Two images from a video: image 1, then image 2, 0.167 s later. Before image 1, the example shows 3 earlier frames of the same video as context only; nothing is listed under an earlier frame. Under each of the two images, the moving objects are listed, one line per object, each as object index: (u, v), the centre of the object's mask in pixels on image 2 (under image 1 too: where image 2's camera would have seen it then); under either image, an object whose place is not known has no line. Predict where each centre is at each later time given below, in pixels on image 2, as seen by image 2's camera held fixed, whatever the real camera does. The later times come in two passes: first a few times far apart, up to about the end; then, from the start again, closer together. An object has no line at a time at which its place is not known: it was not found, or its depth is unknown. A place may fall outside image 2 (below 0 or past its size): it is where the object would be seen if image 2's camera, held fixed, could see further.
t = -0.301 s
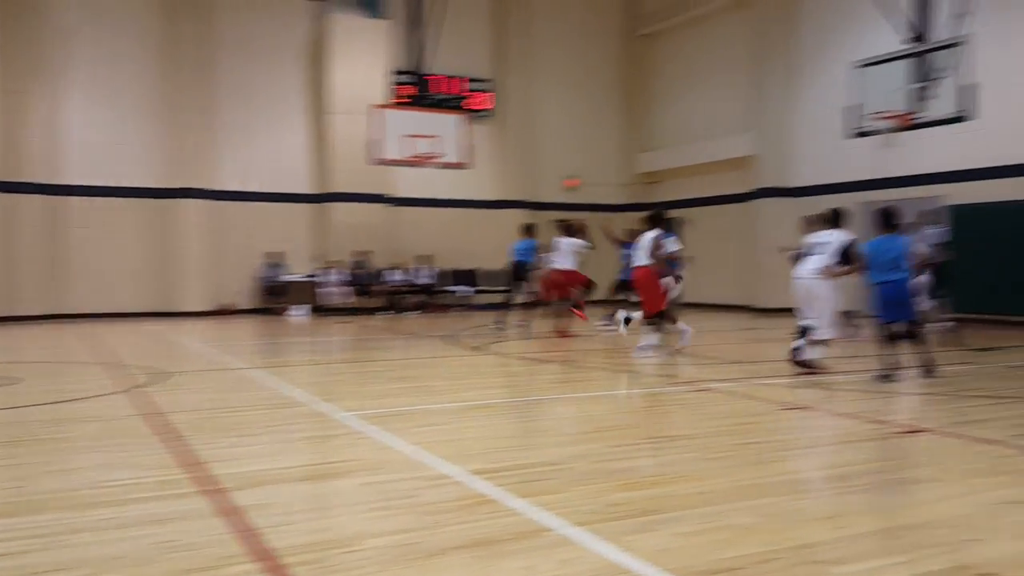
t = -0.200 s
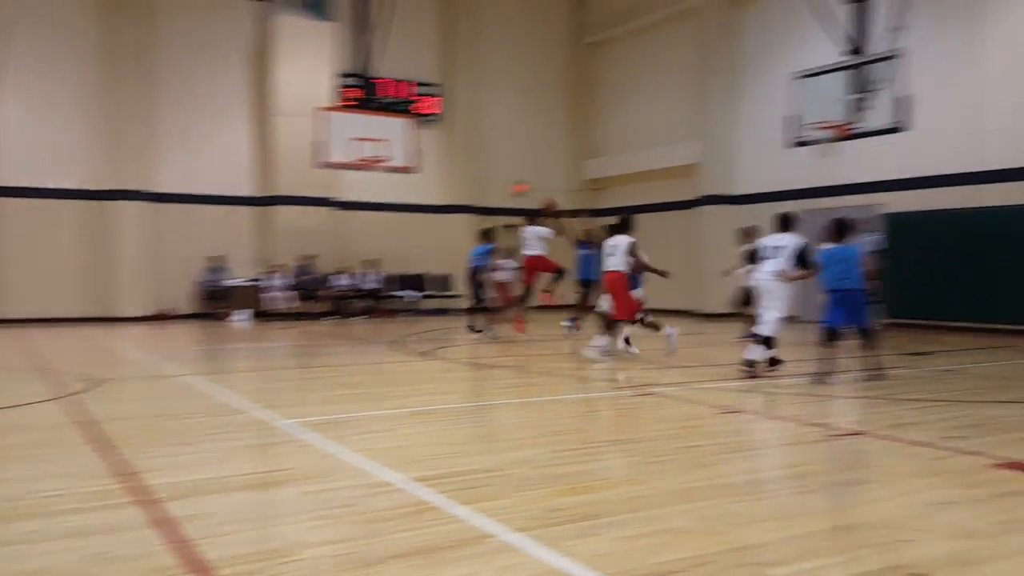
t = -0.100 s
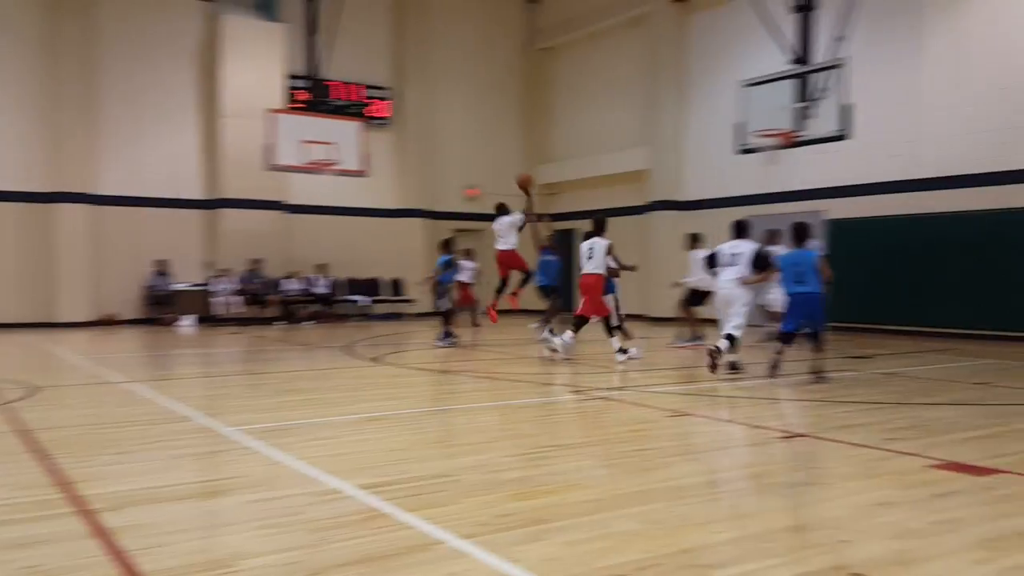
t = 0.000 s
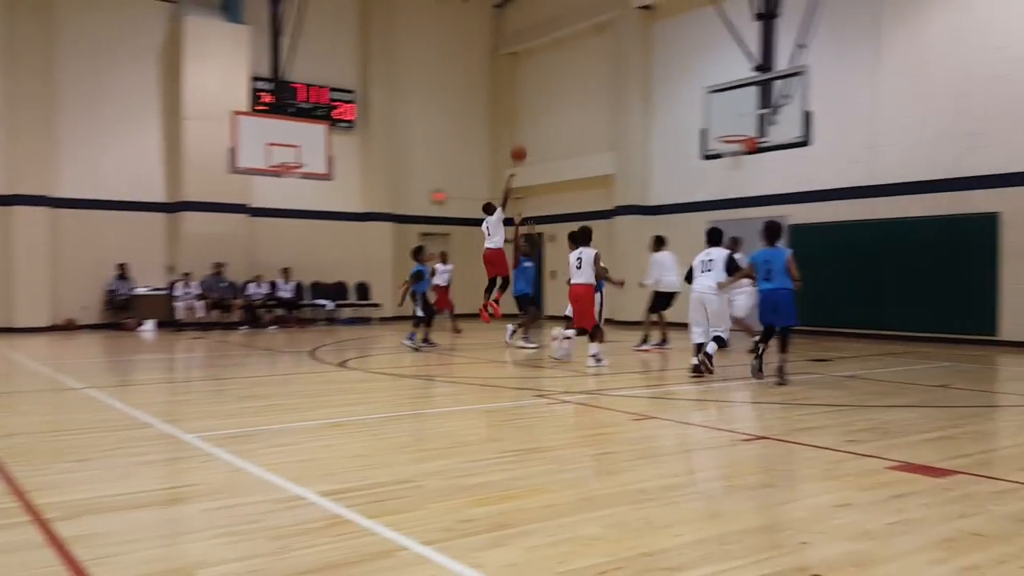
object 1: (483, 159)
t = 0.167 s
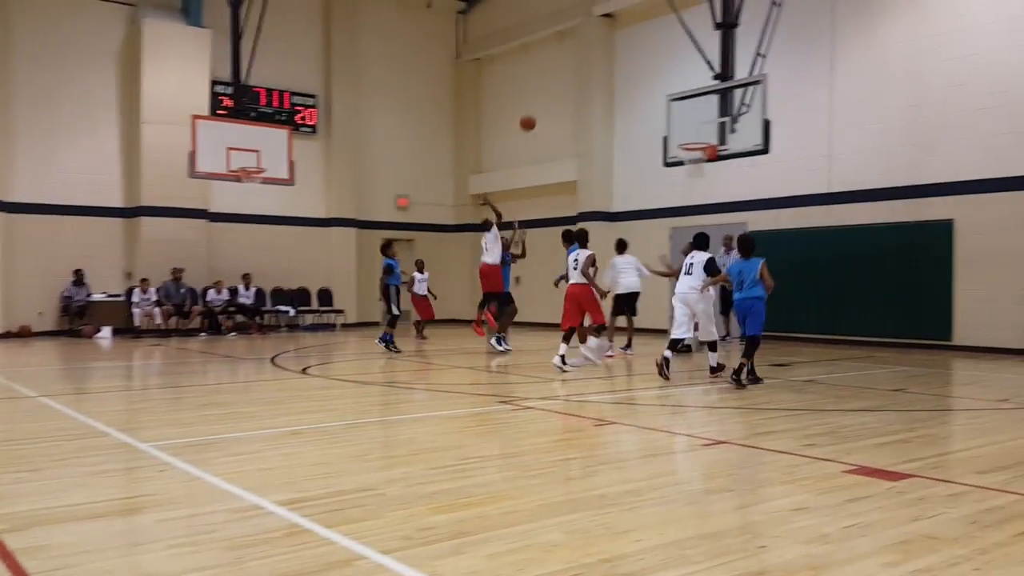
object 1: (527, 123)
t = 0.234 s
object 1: (545, 114)
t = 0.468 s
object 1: (605, 106)
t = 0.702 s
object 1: (662, 134)
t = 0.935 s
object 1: (645, 129)
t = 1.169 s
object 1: (614, 145)
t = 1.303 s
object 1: (597, 168)
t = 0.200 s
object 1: (536, 118)
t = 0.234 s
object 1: (545, 114)
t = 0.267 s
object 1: (554, 110)
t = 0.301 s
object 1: (562, 107)
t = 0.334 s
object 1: (571, 106)
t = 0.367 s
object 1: (579, 105)
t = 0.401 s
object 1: (588, 104)
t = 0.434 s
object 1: (597, 104)
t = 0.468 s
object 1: (605, 106)
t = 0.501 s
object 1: (613, 107)
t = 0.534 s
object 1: (621, 110)
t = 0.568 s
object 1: (630, 113)
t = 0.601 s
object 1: (638, 117)
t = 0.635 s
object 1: (646, 121)
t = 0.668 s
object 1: (654, 127)
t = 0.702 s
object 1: (662, 134)
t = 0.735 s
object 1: (670, 140)
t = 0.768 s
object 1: (669, 139)
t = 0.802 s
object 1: (664, 136)
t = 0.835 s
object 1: (660, 133)
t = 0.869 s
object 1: (655, 131)
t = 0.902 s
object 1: (650, 130)
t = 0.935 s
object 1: (645, 129)
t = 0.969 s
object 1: (641, 129)
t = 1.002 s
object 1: (636, 130)
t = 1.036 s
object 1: (632, 132)
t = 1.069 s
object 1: (627, 134)
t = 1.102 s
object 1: (623, 137)
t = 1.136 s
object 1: (618, 140)
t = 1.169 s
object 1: (614, 145)
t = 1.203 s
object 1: (610, 149)
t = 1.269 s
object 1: (601, 161)
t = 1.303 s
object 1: (597, 168)
